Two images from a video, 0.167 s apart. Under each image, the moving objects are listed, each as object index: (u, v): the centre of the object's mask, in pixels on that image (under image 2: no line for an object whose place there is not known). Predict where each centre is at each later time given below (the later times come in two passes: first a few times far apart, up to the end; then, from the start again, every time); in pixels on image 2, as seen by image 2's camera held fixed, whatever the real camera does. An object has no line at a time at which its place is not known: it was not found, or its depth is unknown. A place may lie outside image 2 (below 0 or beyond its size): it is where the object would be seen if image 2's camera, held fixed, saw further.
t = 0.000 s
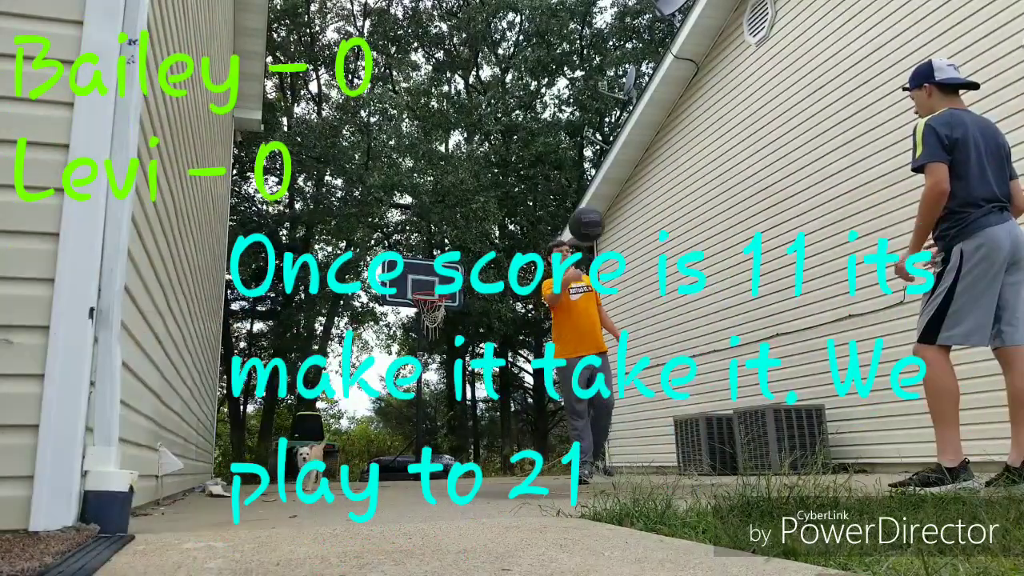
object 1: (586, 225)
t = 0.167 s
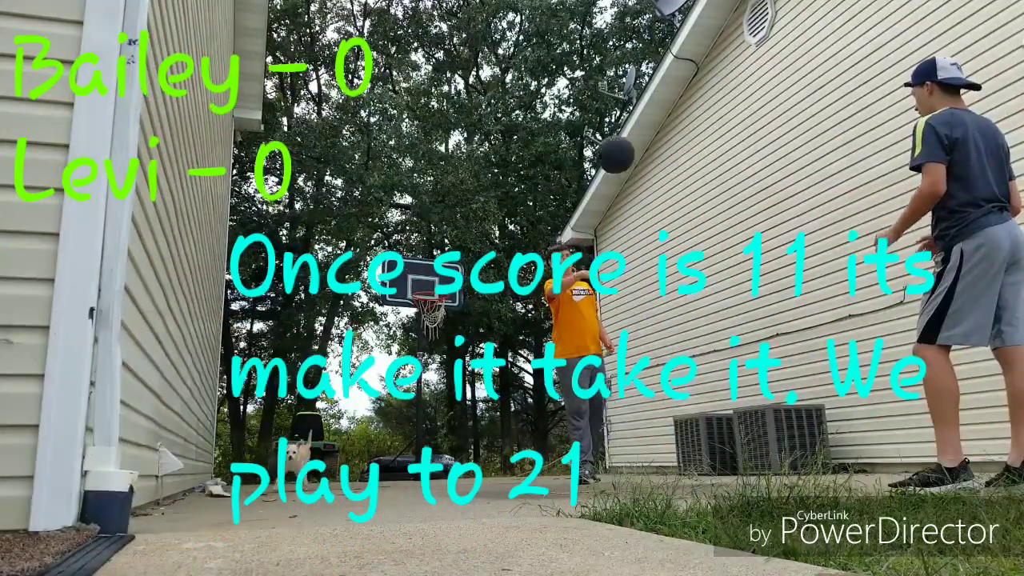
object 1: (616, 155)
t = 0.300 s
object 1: (642, 122)
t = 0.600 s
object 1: (724, 147)
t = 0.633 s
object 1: (736, 161)
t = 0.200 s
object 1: (622, 144)
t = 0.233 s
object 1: (628, 135)
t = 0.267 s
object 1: (635, 128)
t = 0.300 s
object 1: (642, 122)
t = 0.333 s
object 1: (649, 118)
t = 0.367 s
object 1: (657, 115)
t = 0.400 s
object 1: (665, 114)
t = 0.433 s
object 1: (674, 115)
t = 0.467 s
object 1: (683, 117)
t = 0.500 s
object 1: (693, 122)
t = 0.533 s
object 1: (702, 127)
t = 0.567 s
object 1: (713, 136)
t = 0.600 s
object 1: (724, 147)
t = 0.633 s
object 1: (736, 161)
